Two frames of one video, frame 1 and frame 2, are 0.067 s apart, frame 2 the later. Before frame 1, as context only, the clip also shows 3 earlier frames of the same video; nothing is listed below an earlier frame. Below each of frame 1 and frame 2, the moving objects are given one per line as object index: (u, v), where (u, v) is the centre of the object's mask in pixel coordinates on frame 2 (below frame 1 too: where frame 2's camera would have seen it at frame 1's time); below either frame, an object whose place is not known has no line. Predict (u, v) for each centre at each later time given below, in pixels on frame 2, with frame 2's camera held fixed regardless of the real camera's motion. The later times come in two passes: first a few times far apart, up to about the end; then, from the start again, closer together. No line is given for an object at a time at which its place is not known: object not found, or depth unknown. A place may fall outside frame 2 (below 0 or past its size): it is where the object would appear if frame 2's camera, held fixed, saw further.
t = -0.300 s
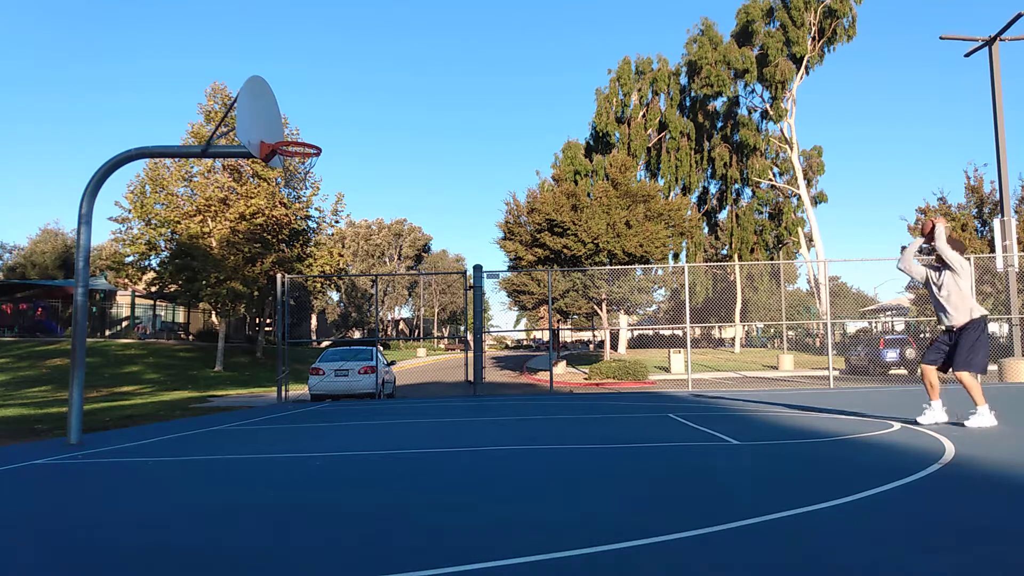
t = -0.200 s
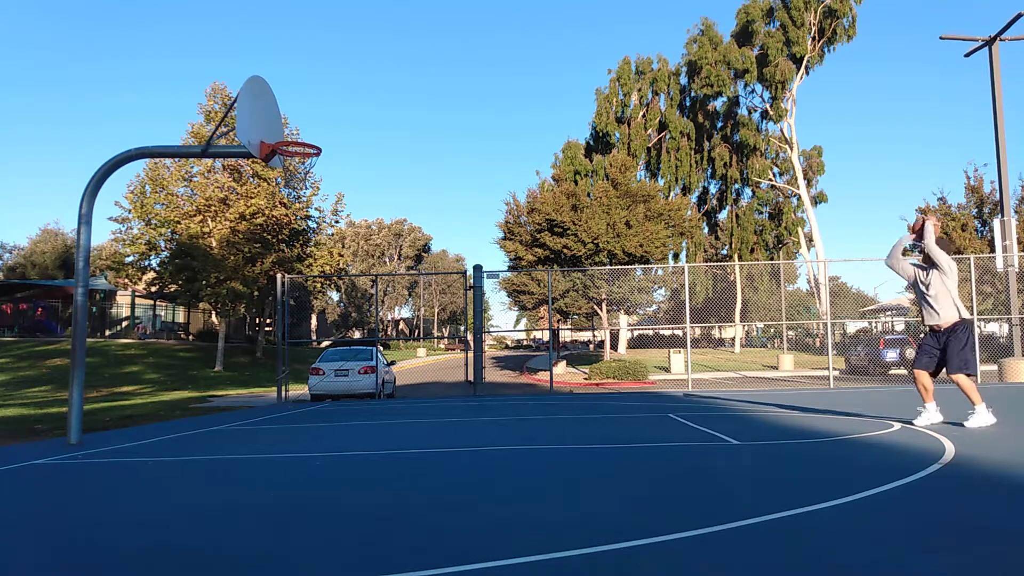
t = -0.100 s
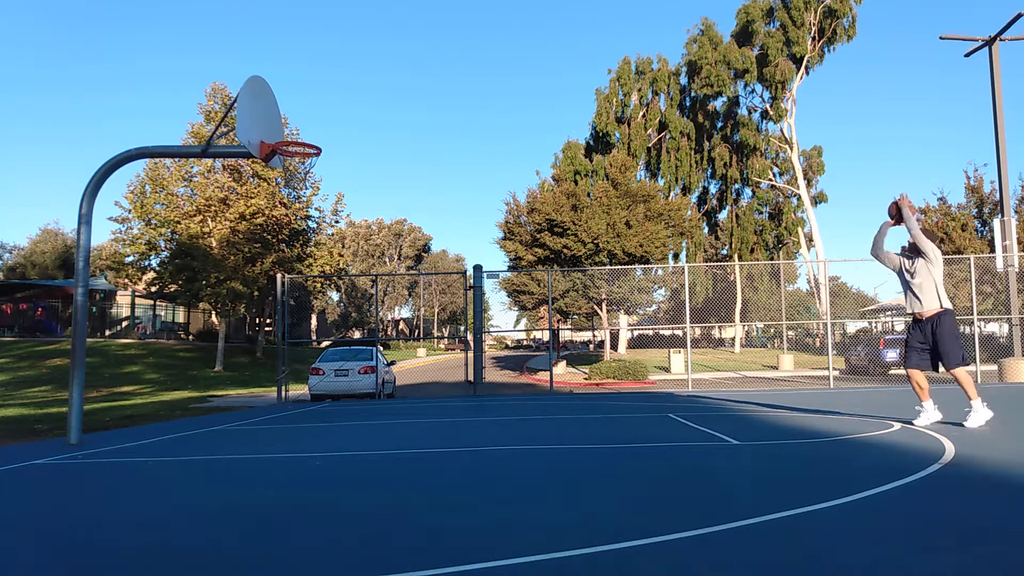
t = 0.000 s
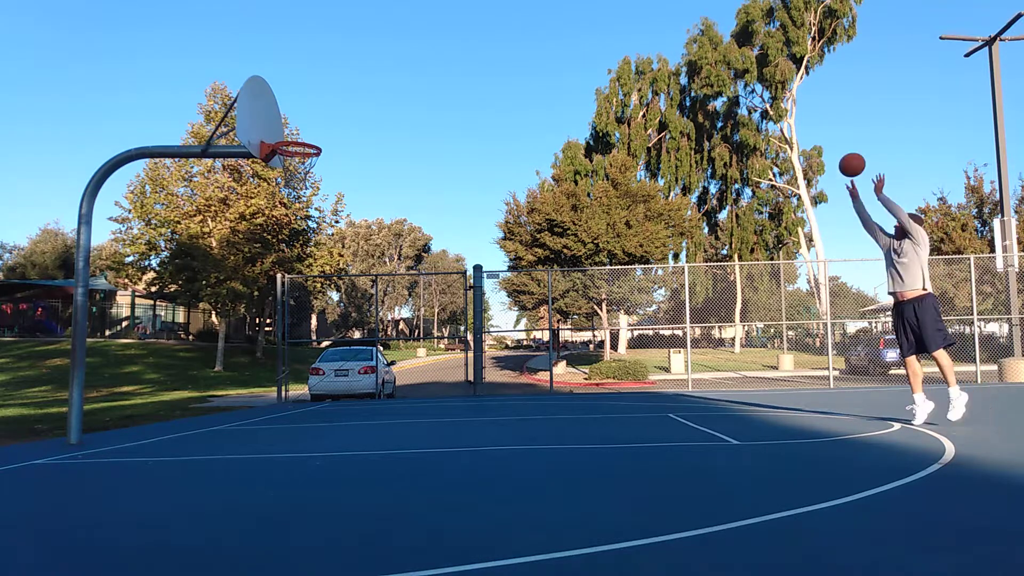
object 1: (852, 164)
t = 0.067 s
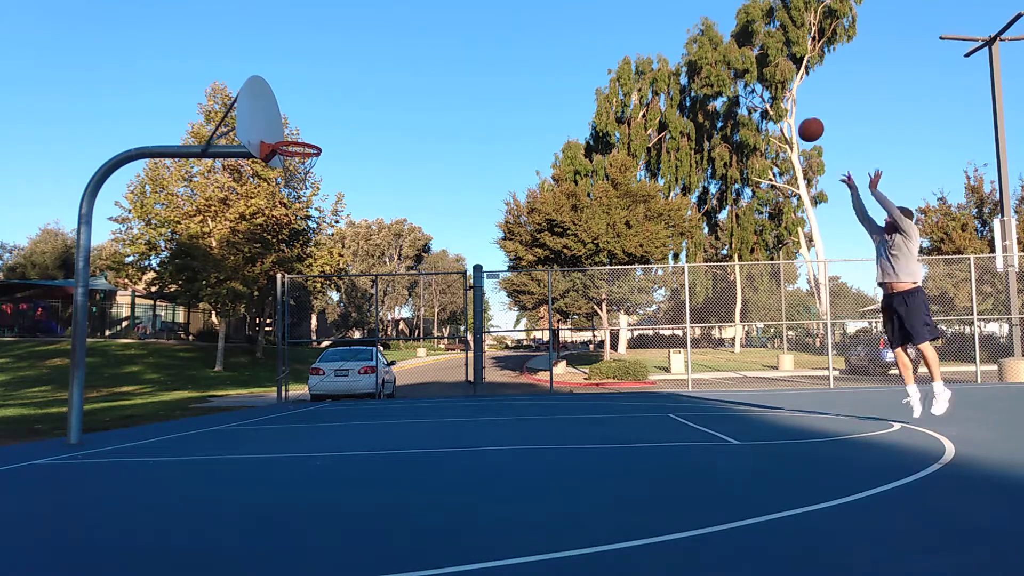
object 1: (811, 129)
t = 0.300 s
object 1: (675, 45)
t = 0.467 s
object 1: (586, 19)
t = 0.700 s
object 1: (470, 25)
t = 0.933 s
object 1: (360, 79)
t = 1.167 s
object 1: (313, 163)
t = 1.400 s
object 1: (296, 177)
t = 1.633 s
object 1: (272, 229)
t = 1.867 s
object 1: (245, 333)
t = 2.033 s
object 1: (229, 425)
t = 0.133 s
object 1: (771, 99)
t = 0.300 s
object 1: (675, 45)
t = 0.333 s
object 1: (657, 38)
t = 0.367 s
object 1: (639, 32)
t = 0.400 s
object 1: (621, 26)
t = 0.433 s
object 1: (604, 22)
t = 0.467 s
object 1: (586, 19)
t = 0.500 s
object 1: (569, 17)
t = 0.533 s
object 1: (552, 16)
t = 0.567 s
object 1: (535, 15)
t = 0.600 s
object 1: (519, 16)
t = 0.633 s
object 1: (502, 18)
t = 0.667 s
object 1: (486, 21)
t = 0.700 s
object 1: (470, 25)
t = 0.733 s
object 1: (454, 30)
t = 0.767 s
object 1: (438, 35)
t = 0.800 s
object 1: (422, 42)
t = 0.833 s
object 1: (406, 50)
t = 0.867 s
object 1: (391, 59)
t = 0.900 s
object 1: (375, 68)
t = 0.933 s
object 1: (360, 79)
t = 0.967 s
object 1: (345, 91)
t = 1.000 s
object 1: (330, 103)
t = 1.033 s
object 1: (315, 117)
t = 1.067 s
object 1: (300, 131)
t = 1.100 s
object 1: (287, 146)
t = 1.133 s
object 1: (297, 155)
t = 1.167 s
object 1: (313, 163)
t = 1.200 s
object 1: (316, 166)
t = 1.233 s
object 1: (313, 165)
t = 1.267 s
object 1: (309, 165)
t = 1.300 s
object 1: (306, 167)
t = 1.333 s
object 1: (303, 170)
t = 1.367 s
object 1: (300, 173)
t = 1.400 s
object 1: (296, 177)
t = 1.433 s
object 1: (292, 181)
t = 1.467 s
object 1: (289, 187)
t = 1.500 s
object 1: (286, 193)
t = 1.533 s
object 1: (282, 201)
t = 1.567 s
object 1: (279, 209)
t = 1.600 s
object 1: (277, 219)
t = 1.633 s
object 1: (272, 229)
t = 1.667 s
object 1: (269, 242)
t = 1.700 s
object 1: (267, 255)
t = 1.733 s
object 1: (263, 269)
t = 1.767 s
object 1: (260, 286)
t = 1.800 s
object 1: (256, 298)
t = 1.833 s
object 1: (250, 318)
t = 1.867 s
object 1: (245, 333)
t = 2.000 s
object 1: (231, 425)
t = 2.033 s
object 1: (229, 425)
